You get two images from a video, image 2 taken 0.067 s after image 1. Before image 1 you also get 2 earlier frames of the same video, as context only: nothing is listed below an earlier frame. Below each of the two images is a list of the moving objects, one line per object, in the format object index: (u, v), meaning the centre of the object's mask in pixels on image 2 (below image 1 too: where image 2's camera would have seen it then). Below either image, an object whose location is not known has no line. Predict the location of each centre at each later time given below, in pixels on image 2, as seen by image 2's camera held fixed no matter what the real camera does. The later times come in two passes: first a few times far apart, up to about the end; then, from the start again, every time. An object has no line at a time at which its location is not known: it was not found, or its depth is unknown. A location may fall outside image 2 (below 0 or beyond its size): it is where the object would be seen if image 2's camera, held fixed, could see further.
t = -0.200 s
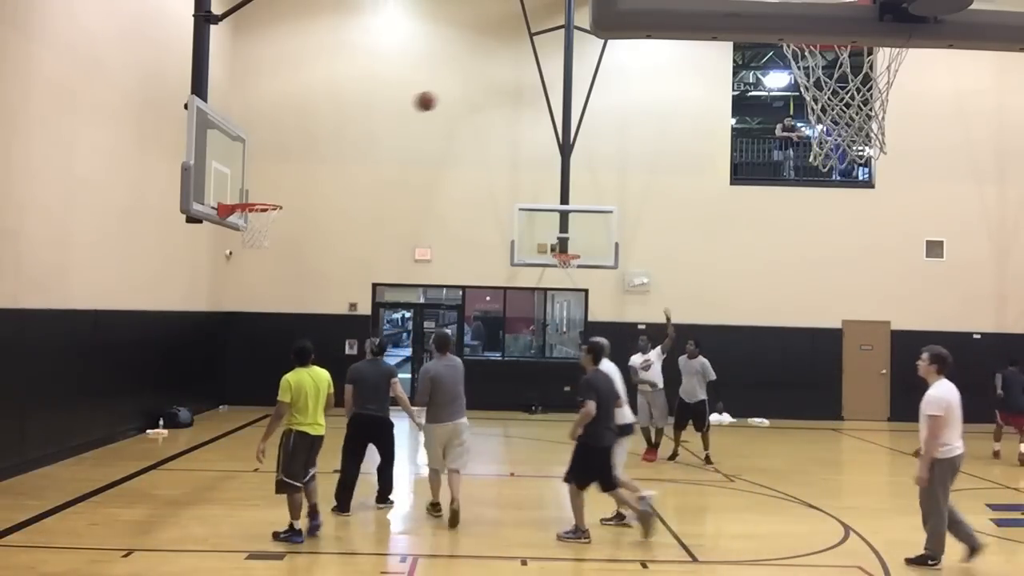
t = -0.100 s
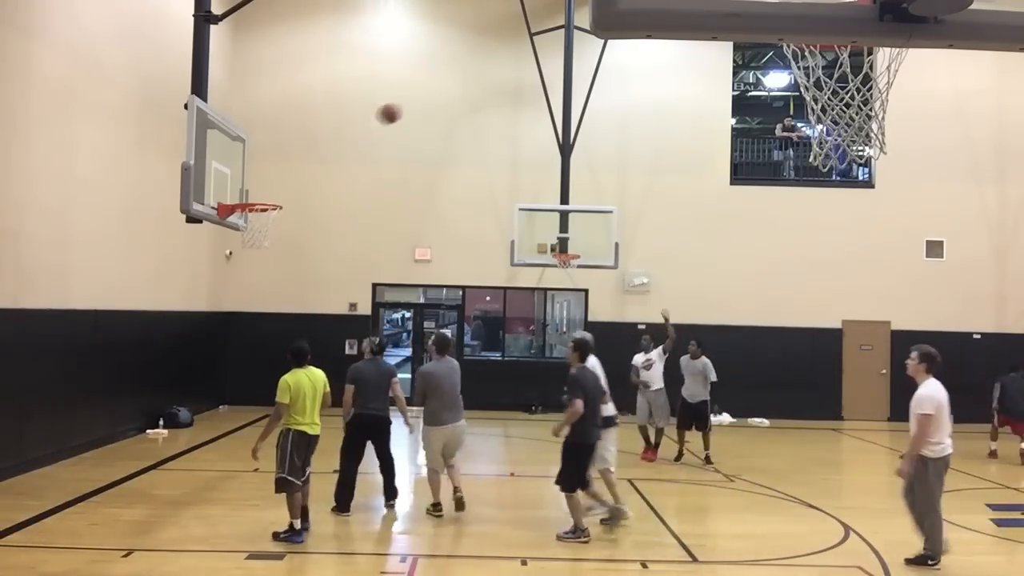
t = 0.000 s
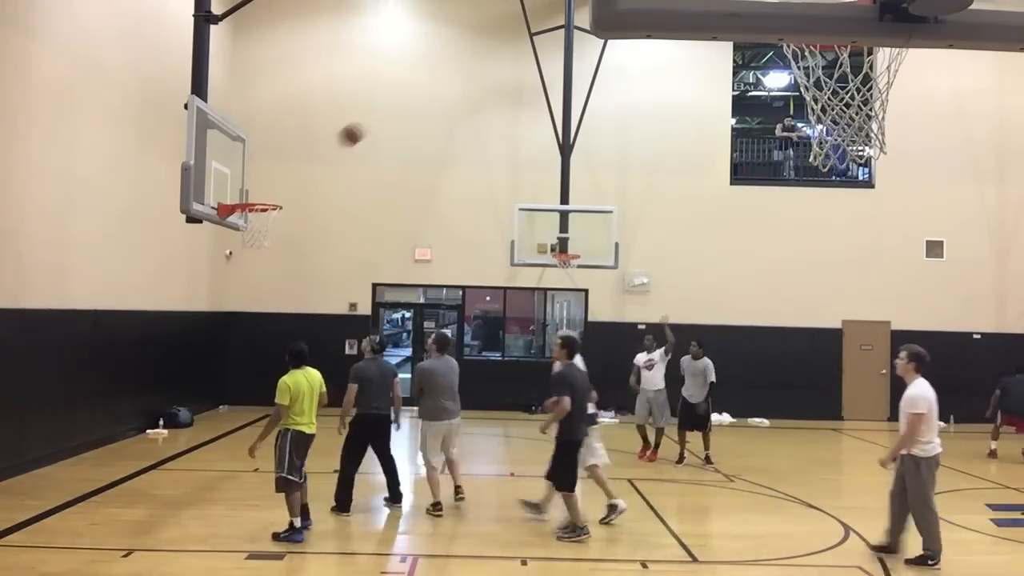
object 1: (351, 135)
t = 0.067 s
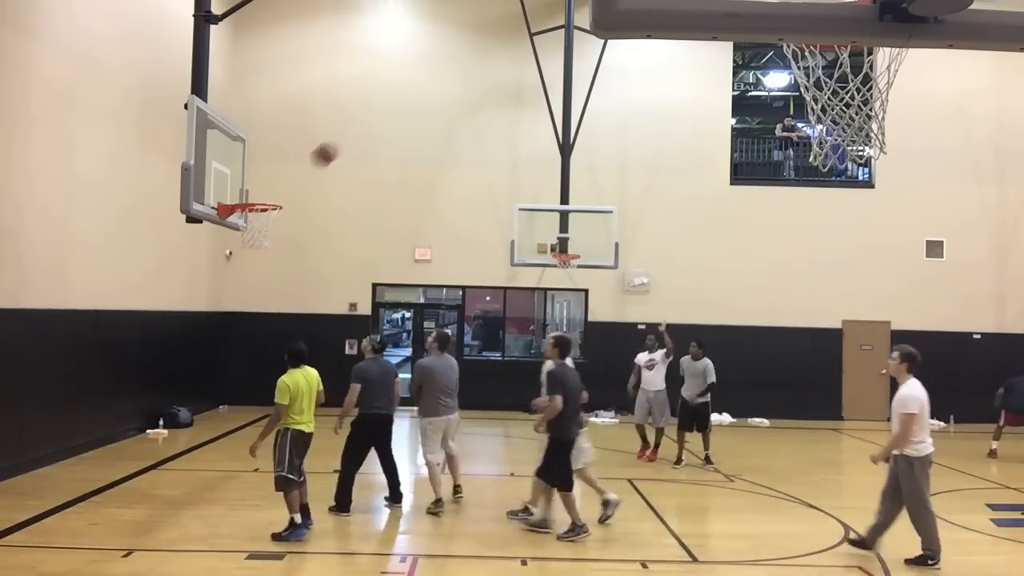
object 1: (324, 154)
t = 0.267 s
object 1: (273, 177)
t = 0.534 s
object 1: (266, 131)
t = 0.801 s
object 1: (258, 147)
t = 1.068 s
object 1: (253, 220)
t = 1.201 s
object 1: (244, 276)
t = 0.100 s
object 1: (311, 166)
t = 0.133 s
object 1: (297, 178)
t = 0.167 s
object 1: (283, 191)
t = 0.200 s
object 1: (274, 197)
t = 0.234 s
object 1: (273, 187)
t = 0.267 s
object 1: (273, 177)
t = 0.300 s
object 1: (272, 168)
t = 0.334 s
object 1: (271, 159)
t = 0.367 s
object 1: (270, 152)
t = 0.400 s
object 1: (270, 146)
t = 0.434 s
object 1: (269, 140)
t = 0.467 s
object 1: (268, 136)
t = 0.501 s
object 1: (267, 133)
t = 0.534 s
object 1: (266, 131)
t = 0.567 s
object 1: (265, 130)
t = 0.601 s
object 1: (264, 129)
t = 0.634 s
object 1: (263, 130)
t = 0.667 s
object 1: (262, 132)
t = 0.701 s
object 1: (261, 134)
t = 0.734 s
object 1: (260, 138)
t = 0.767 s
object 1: (259, 142)
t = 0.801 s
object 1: (258, 147)
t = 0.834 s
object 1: (257, 153)
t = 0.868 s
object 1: (256, 160)
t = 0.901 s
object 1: (256, 167)
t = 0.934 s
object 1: (255, 176)
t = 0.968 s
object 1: (254, 186)
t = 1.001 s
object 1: (254, 194)
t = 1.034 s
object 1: (252, 200)
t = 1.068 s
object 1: (253, 220)
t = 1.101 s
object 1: (249, 233)
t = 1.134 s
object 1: (246, 247)
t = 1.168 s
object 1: (245, 261)
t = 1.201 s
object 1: (244, 276)
